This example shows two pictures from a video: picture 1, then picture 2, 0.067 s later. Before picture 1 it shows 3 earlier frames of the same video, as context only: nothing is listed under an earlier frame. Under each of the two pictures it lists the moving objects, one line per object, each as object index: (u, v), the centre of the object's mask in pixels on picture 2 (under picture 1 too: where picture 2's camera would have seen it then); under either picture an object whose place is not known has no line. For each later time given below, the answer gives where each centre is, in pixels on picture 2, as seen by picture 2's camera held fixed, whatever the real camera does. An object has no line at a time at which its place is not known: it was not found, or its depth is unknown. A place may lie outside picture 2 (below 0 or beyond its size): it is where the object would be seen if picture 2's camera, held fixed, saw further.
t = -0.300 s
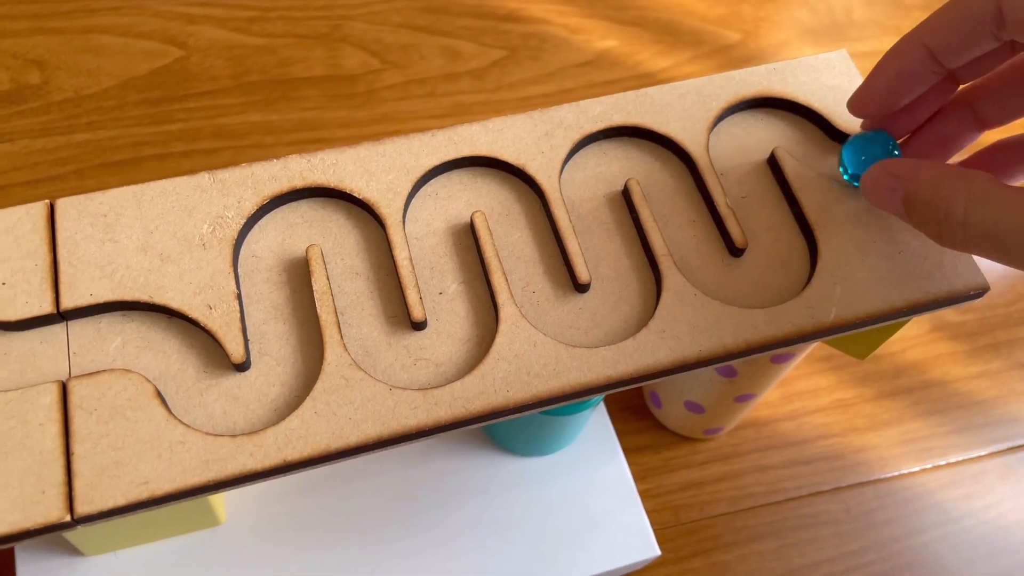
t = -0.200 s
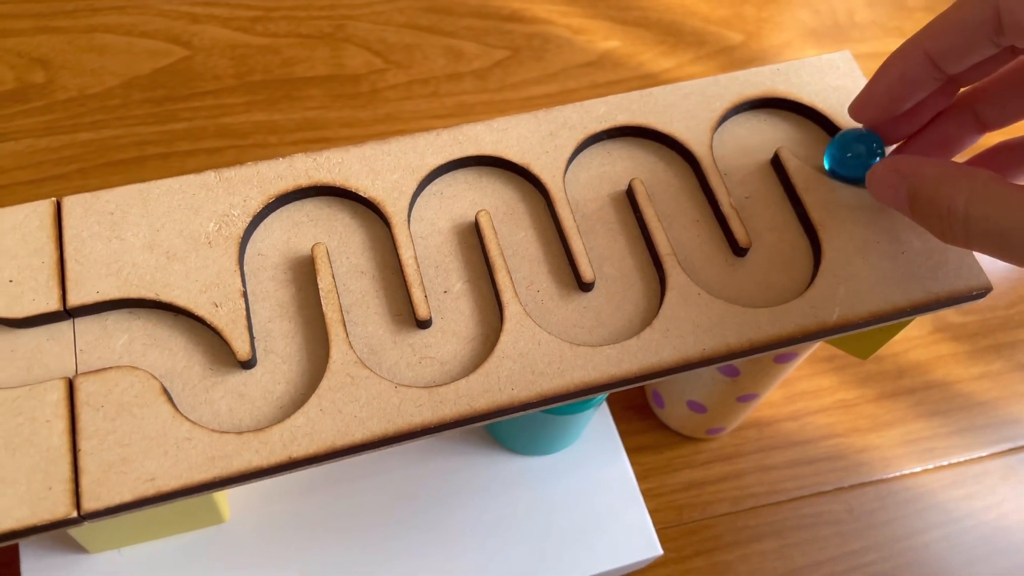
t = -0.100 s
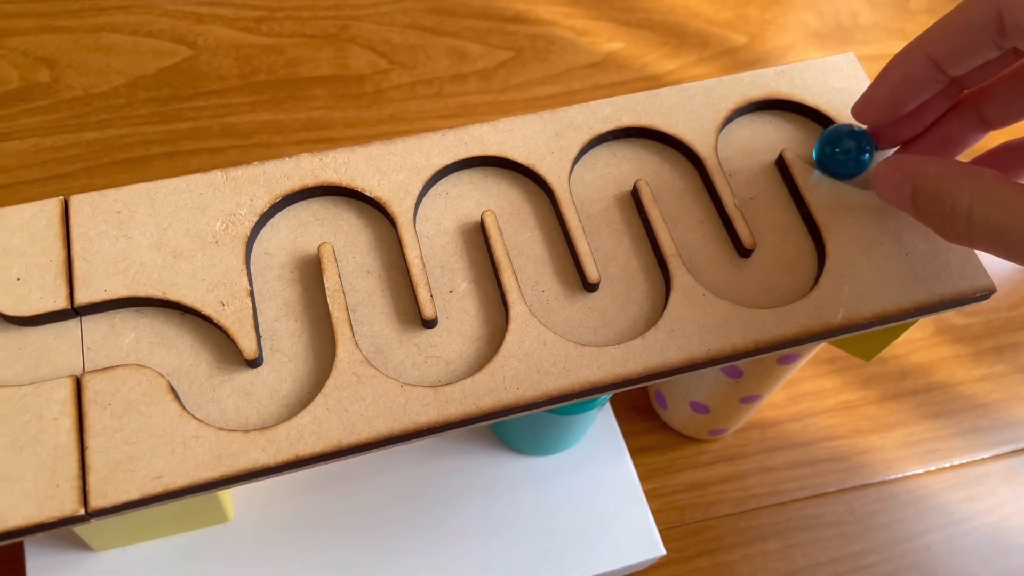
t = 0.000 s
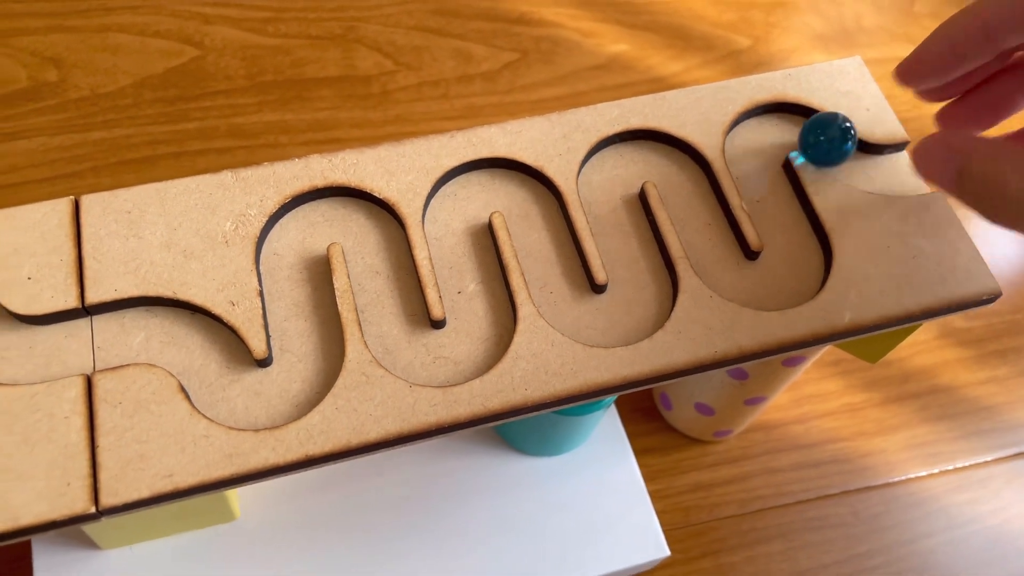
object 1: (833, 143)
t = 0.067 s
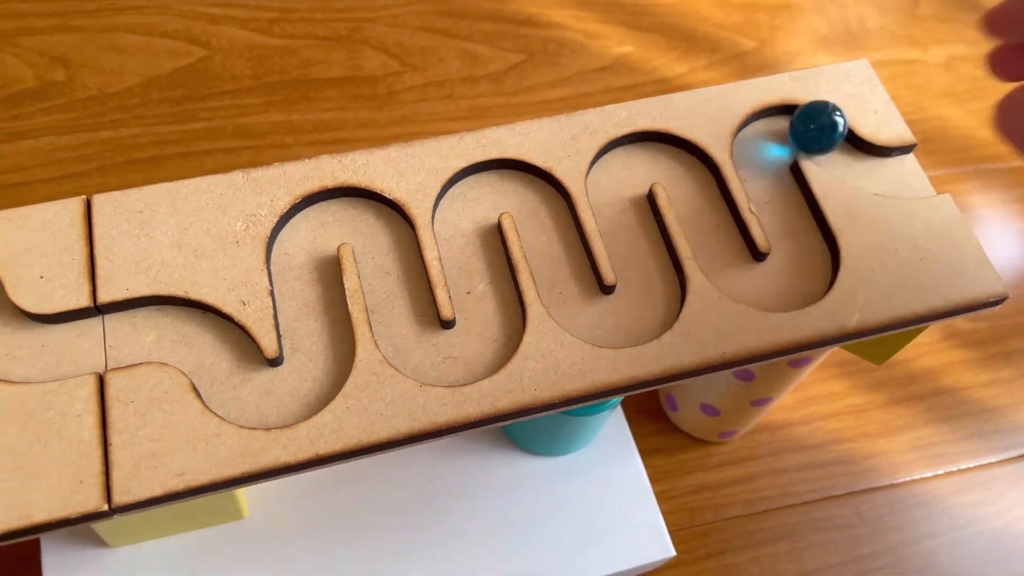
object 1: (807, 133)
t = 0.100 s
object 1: (795, 127)
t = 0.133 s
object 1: (780, 122)
